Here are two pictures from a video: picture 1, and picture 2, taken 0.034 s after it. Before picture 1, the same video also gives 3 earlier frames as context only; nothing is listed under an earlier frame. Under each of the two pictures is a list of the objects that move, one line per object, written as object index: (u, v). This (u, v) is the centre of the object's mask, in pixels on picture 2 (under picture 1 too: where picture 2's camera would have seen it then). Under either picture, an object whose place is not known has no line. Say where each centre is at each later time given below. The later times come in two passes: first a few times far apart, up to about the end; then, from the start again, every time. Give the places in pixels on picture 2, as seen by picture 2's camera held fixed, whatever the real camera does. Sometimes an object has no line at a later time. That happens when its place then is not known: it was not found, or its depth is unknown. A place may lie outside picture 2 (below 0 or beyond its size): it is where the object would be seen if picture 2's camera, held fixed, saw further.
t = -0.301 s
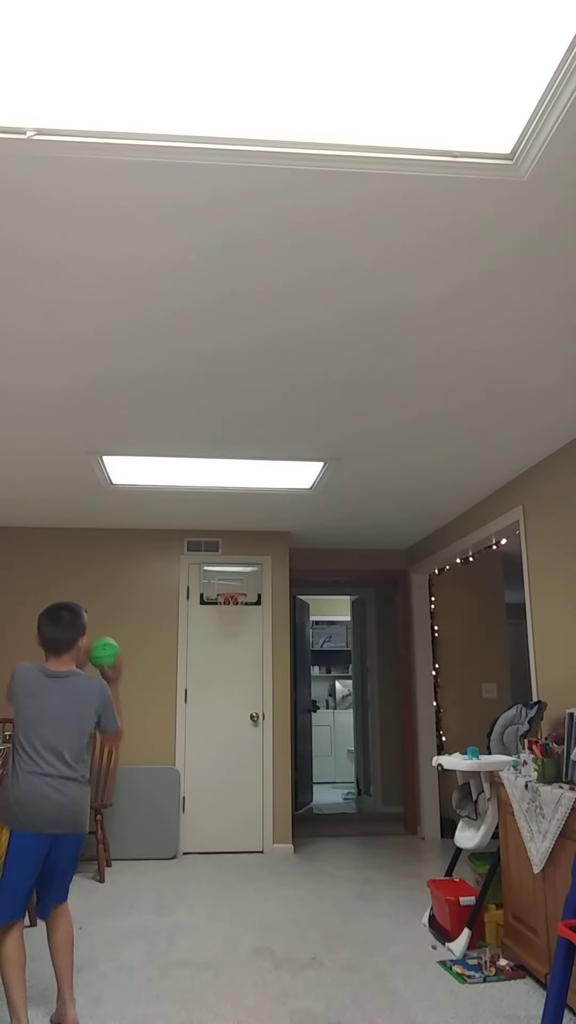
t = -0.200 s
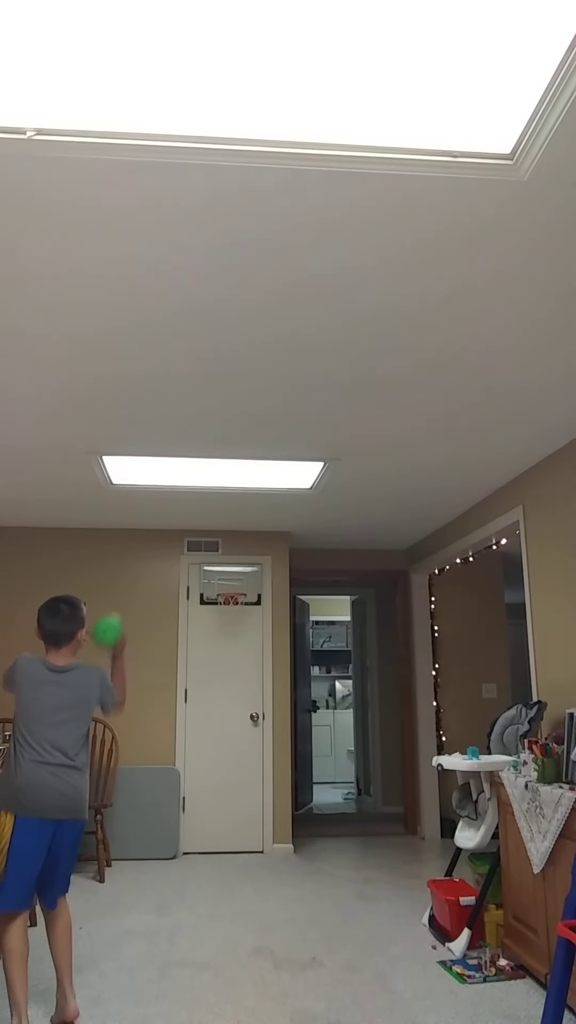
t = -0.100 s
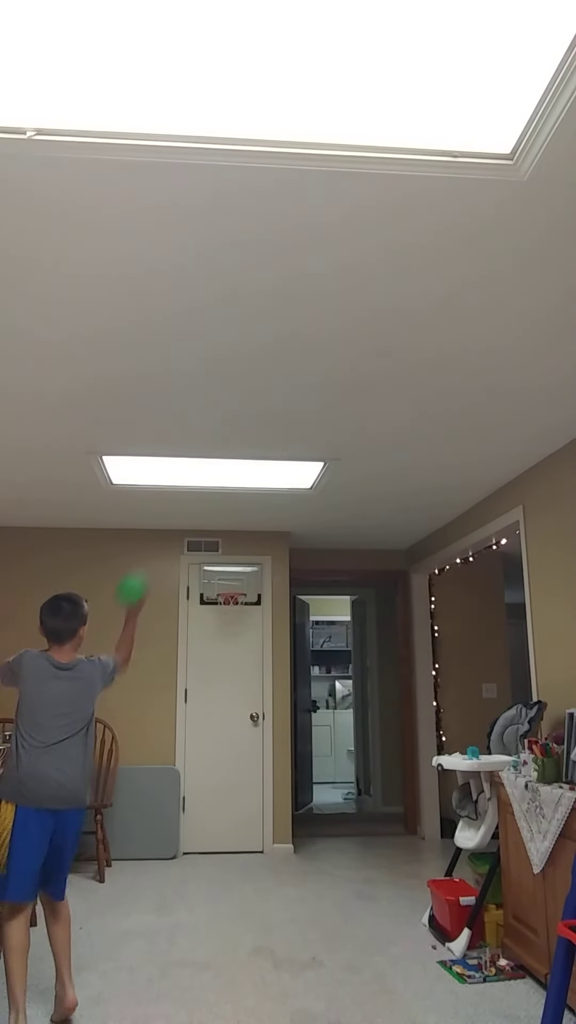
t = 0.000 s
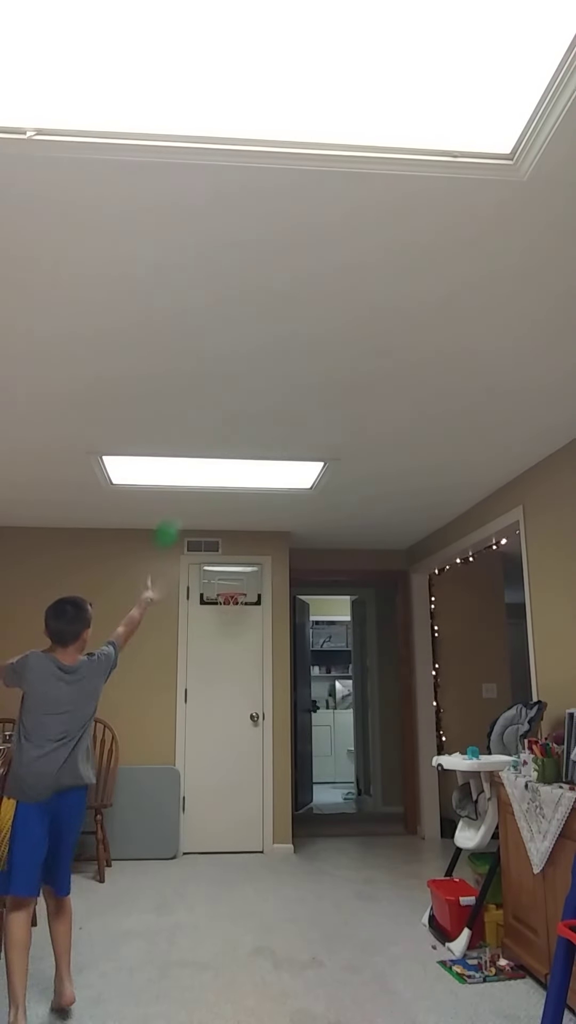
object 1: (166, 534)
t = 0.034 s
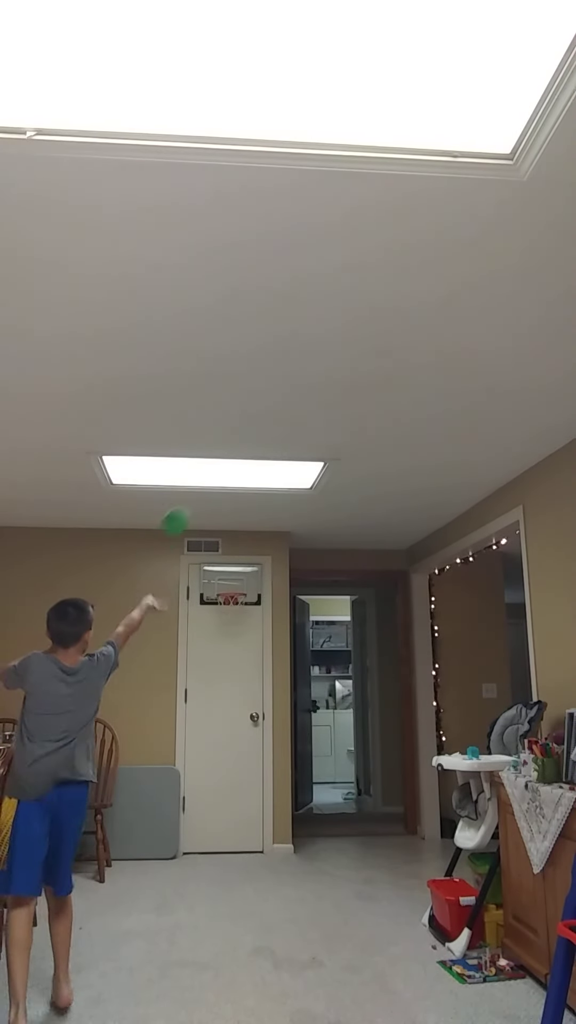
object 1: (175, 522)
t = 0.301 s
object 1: (229, 516)
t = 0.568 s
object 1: (263, 606)
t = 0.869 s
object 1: (304, 754)
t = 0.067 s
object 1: (185, 512)
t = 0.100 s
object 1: (193, 507)
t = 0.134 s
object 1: (200, 504)
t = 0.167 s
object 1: (207, 503)
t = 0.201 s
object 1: (213, 504)
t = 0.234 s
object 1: (219, 507)
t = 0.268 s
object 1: (224, 510)
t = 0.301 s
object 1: (229, 516)
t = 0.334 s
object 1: (234, 523)
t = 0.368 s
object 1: (239, 531)
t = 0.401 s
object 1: (244, 540)
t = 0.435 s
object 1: (247, 551)
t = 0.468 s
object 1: (252, 564)
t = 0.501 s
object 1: (256, 577)
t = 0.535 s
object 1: (260, 593)
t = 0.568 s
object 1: (263, 606)
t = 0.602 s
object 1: (266, 624)
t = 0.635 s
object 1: (269, 641)
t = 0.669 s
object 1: (273, 653)
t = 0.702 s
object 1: (278, 663)
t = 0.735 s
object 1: (282, 677)
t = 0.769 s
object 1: (289, 693)
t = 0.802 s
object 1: (294, 711)
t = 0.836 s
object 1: (299, 731)
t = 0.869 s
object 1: (304, 754)
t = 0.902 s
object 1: (309, 778)
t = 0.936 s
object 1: (318, 812)
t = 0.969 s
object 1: (324, 840)
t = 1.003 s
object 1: (332, 874)
